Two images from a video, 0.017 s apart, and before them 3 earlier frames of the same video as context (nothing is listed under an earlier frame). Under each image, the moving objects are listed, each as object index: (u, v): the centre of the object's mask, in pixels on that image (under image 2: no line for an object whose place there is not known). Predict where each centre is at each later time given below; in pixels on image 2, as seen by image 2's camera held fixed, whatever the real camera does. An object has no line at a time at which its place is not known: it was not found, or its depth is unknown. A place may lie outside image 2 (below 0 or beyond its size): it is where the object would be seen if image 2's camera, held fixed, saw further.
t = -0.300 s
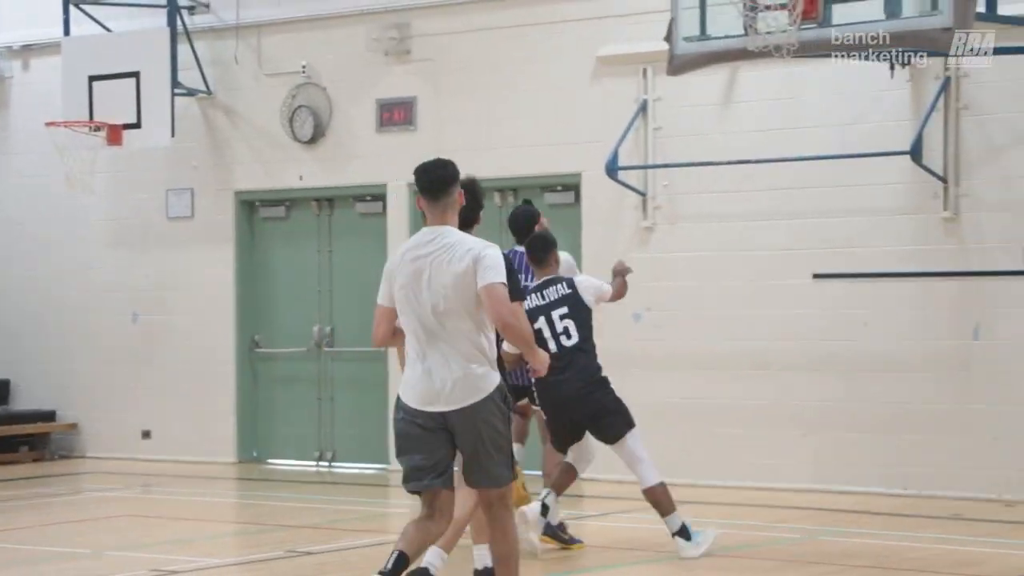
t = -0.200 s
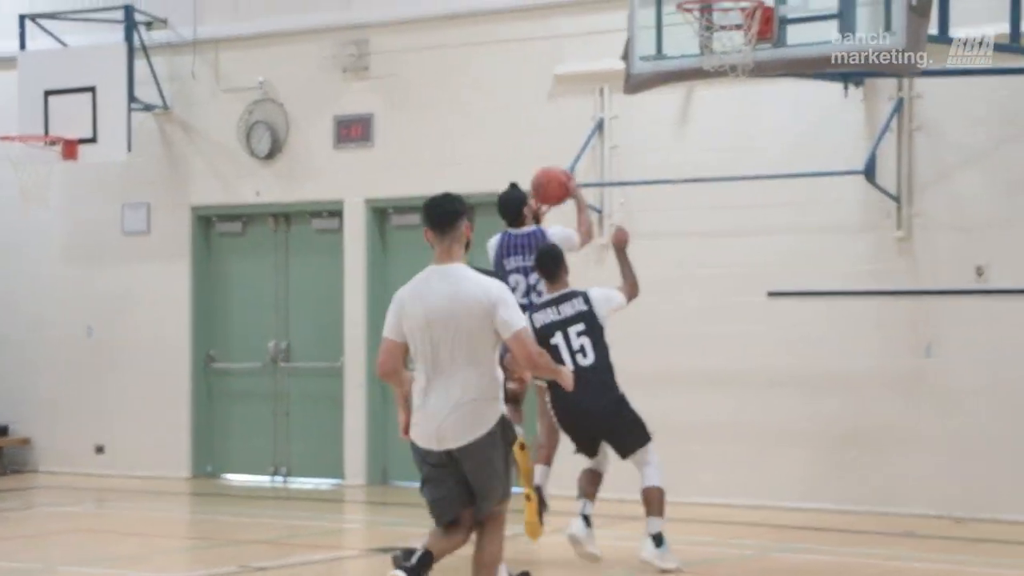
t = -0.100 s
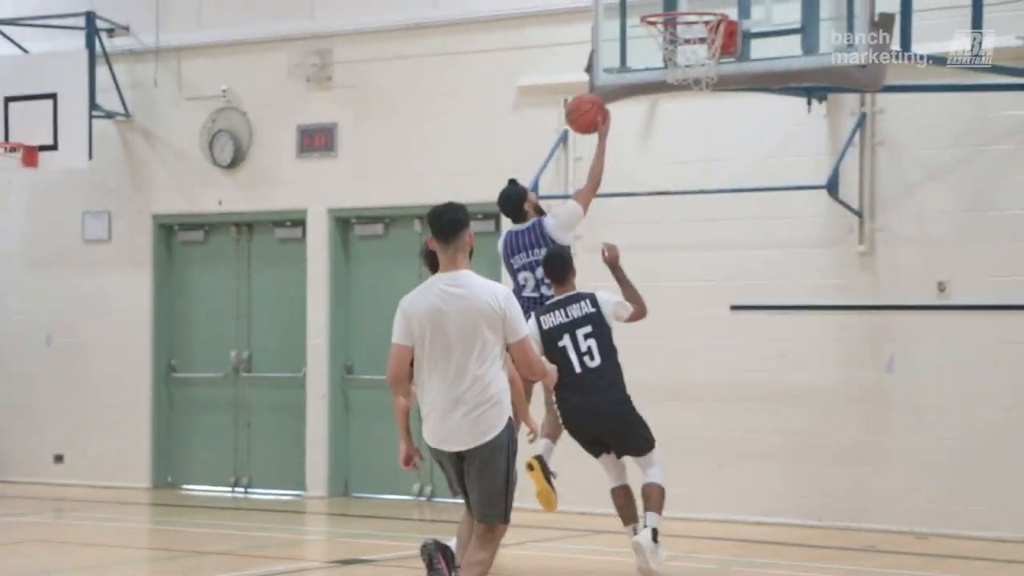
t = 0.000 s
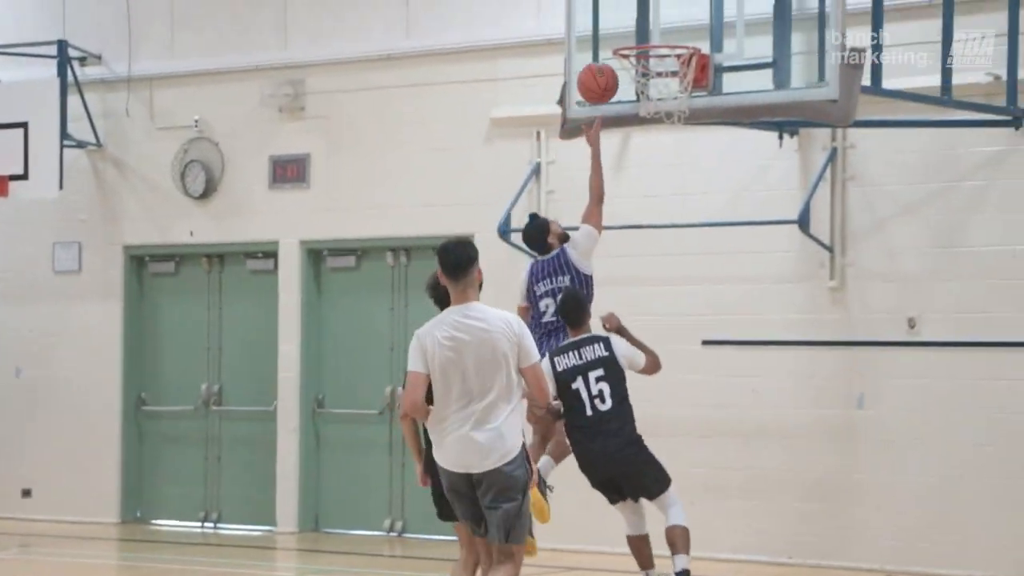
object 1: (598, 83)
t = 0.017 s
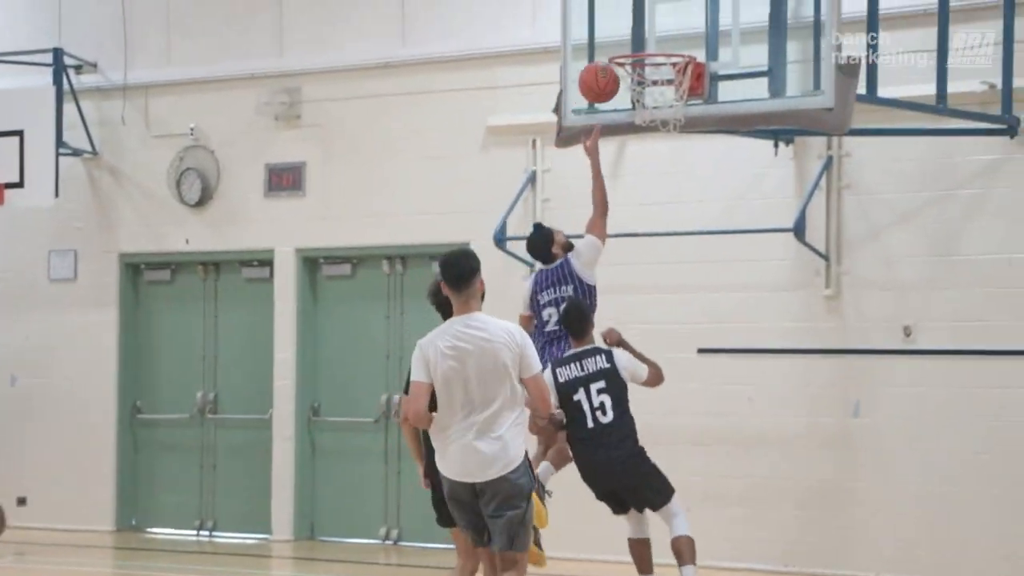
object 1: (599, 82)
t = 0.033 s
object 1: (605, 74)
